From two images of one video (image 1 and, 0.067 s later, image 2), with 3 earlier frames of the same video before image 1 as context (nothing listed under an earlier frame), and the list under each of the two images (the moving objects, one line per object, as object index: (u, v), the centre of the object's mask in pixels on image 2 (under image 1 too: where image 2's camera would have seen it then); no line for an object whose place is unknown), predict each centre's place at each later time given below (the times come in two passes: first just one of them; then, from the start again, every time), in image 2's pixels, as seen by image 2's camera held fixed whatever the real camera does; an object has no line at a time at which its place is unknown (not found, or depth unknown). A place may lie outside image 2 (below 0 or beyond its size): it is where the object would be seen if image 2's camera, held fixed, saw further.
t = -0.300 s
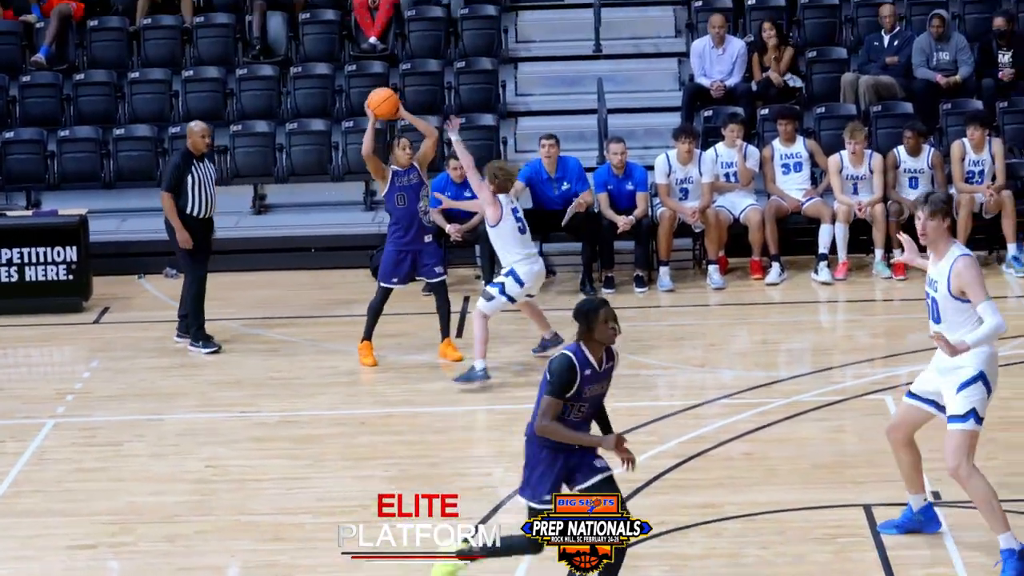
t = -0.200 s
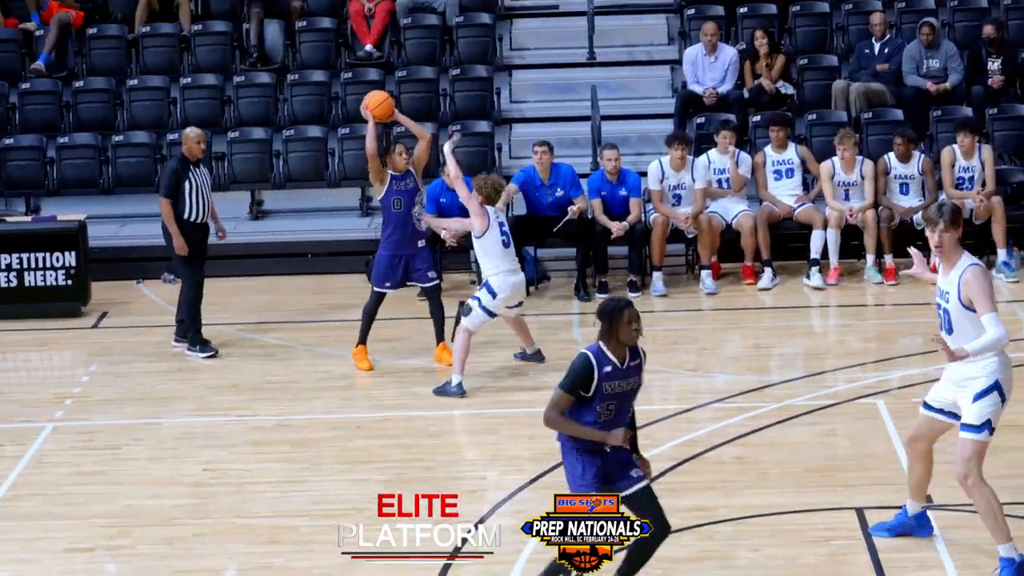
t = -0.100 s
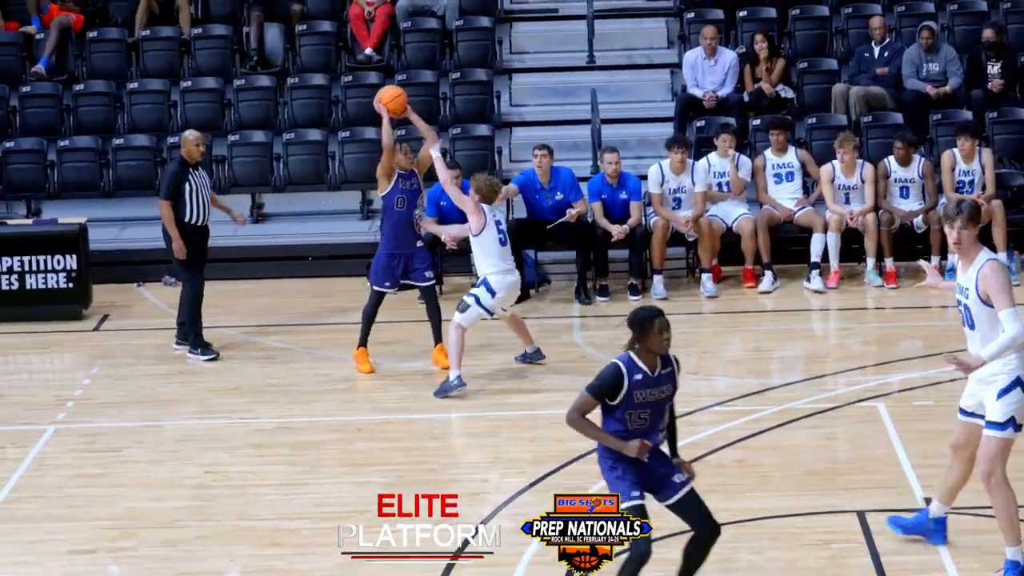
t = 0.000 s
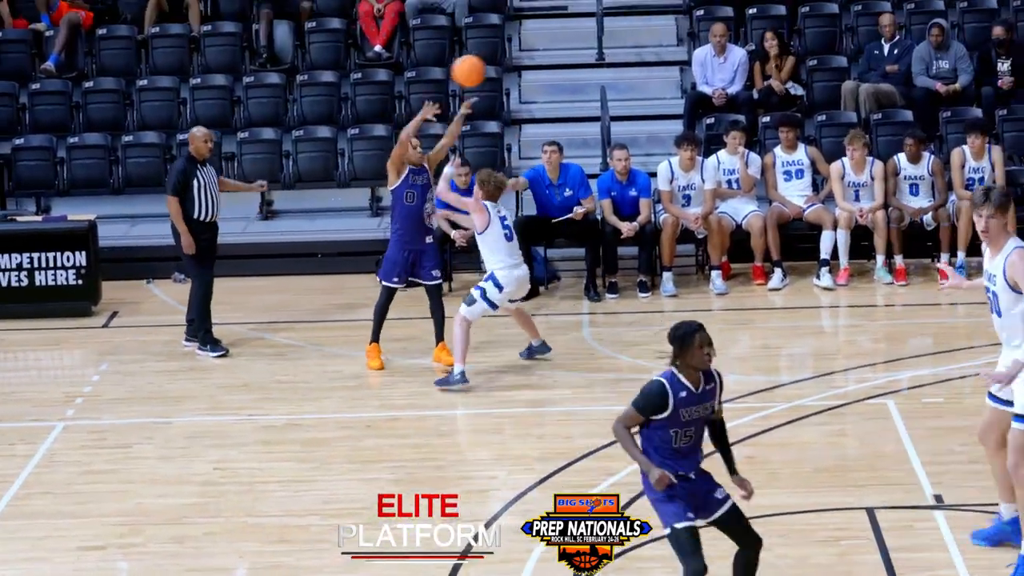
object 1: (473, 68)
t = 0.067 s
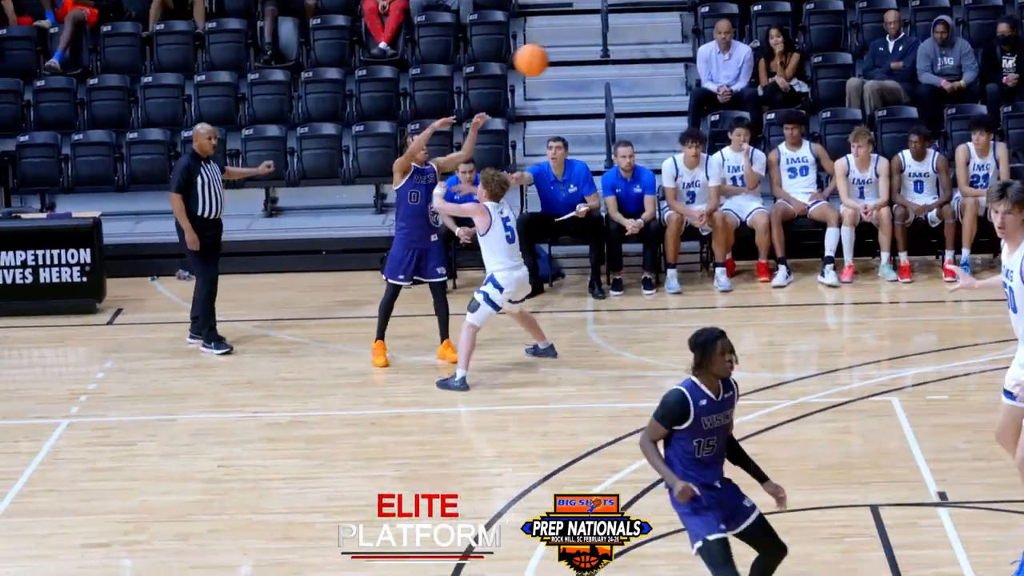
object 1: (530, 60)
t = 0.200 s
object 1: (655, 62)
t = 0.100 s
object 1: (562, 58)
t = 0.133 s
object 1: (593, 58)
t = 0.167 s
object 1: (623, 59)
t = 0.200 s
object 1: (655, 62)
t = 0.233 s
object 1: (689, 66)
